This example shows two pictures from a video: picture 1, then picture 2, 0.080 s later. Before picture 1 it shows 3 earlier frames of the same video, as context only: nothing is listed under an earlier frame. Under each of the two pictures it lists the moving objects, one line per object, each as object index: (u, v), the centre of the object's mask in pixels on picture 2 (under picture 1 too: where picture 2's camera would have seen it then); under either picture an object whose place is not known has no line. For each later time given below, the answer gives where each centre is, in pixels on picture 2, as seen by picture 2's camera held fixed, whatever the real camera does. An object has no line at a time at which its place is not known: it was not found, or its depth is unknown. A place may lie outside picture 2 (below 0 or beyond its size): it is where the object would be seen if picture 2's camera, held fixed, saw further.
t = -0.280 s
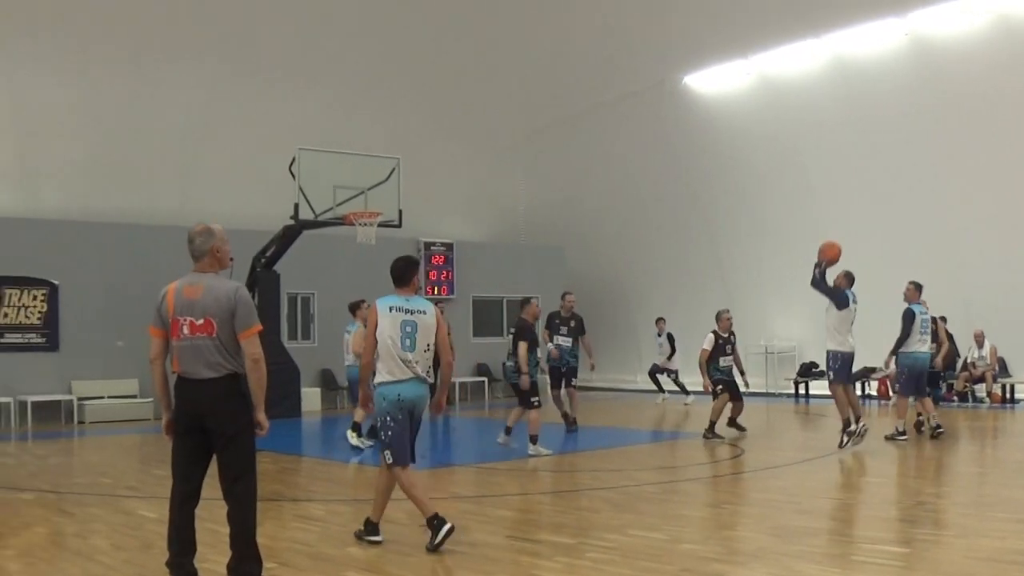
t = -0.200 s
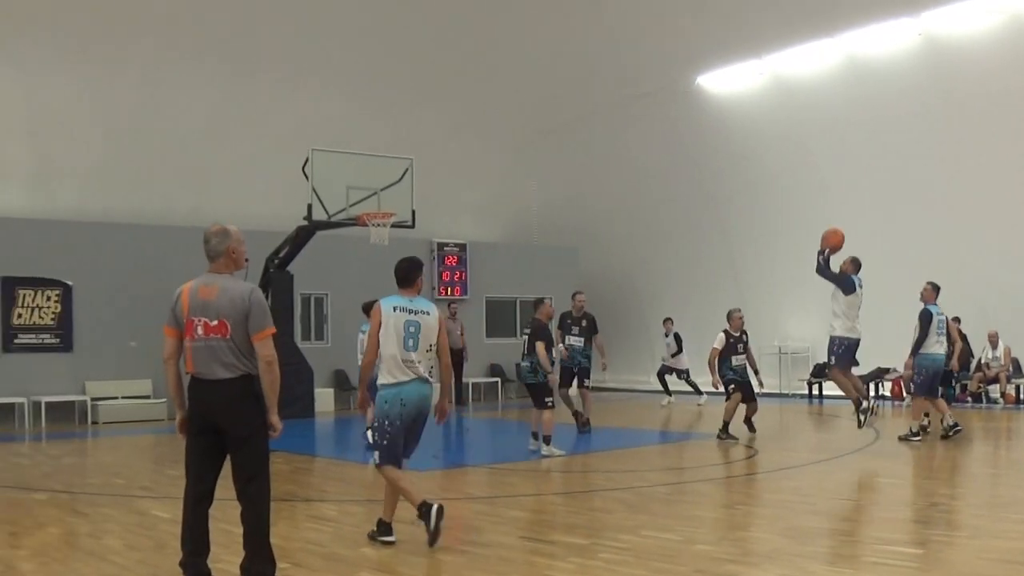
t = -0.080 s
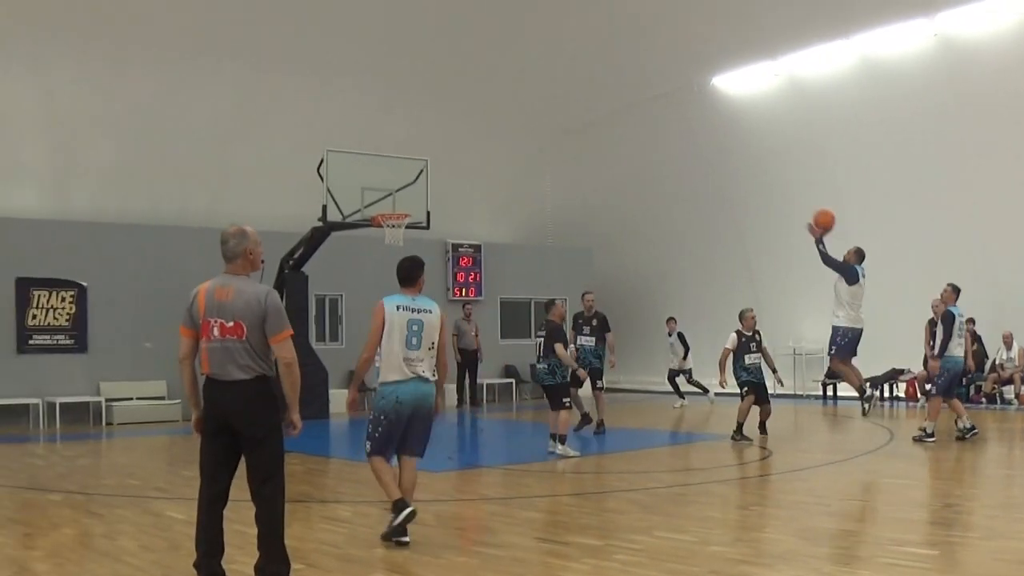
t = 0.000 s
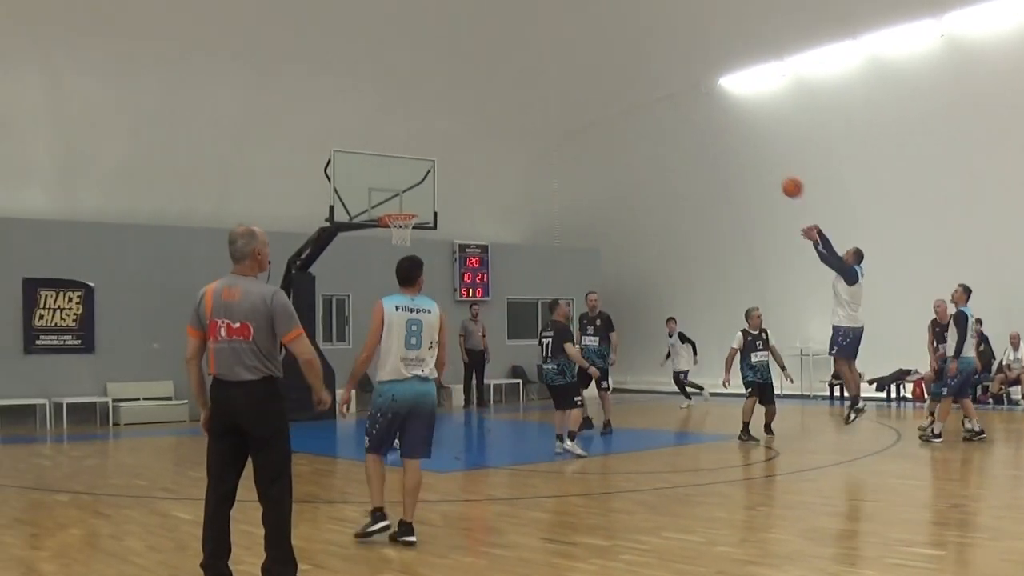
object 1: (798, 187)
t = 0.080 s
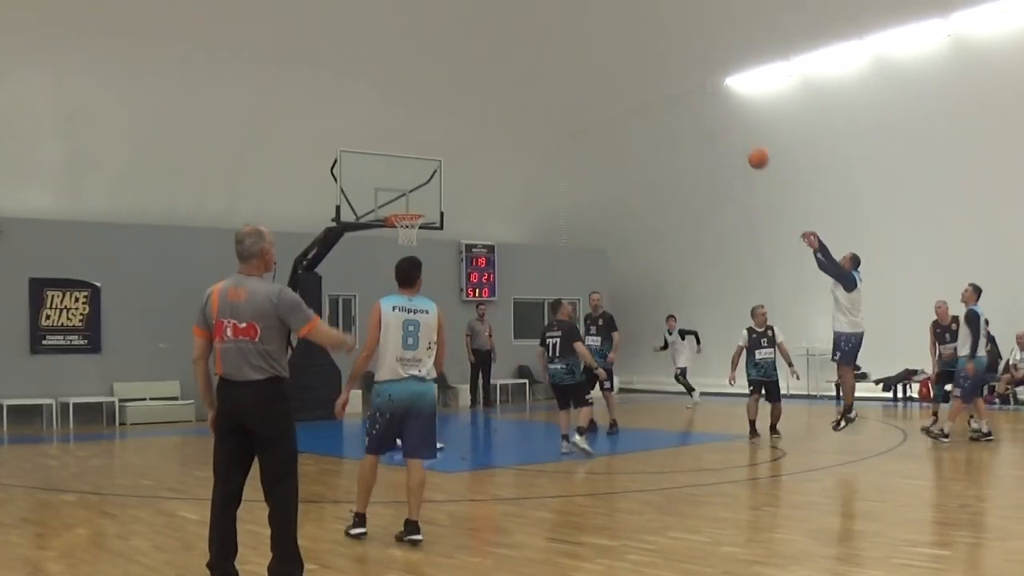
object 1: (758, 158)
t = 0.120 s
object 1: (739, 147)
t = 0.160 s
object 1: (720, 138)
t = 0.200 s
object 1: (701, 130)
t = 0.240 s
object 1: (684, 123)
